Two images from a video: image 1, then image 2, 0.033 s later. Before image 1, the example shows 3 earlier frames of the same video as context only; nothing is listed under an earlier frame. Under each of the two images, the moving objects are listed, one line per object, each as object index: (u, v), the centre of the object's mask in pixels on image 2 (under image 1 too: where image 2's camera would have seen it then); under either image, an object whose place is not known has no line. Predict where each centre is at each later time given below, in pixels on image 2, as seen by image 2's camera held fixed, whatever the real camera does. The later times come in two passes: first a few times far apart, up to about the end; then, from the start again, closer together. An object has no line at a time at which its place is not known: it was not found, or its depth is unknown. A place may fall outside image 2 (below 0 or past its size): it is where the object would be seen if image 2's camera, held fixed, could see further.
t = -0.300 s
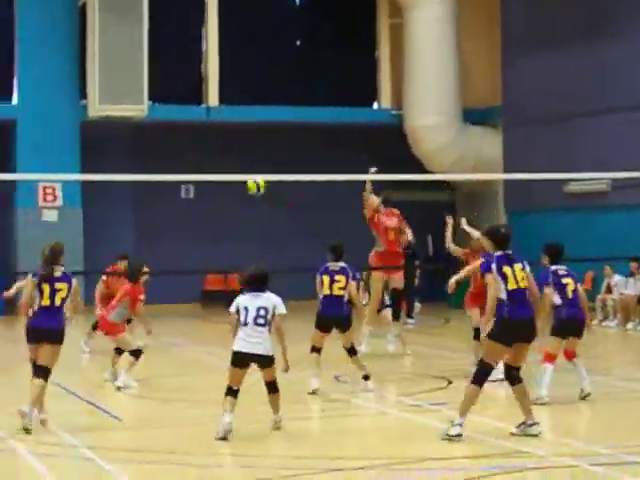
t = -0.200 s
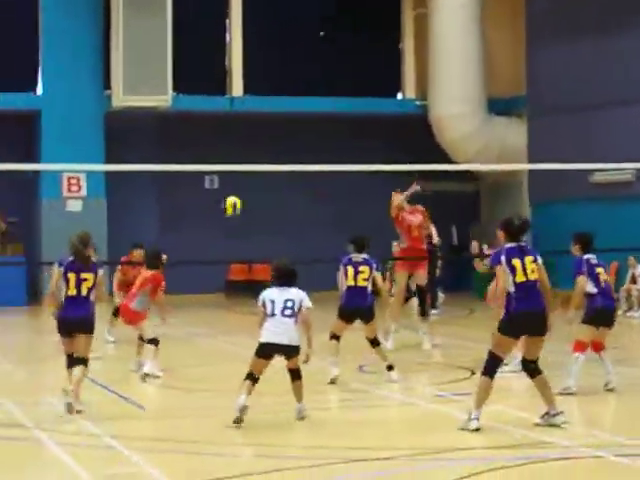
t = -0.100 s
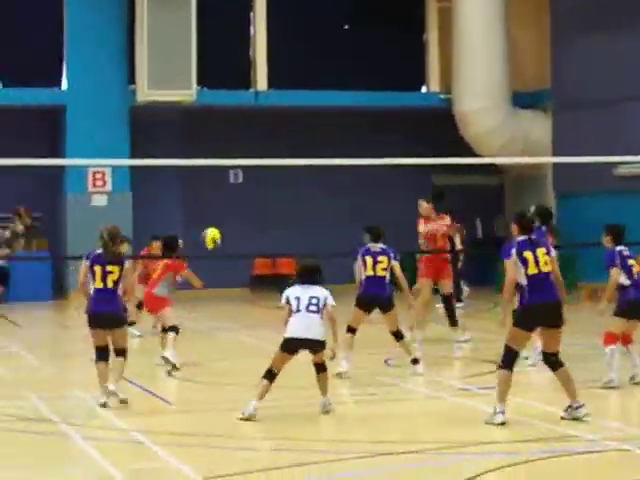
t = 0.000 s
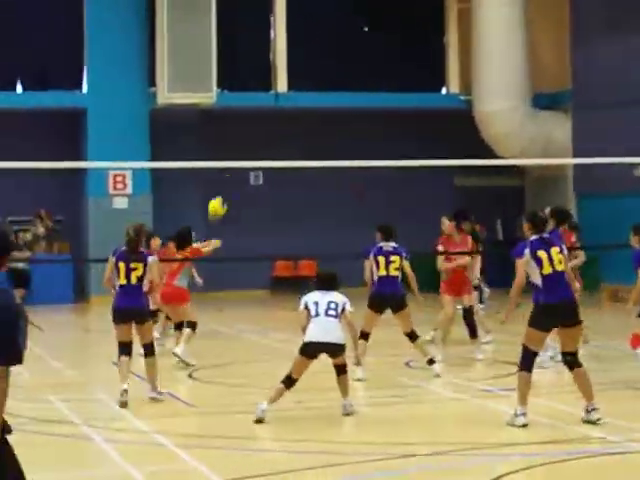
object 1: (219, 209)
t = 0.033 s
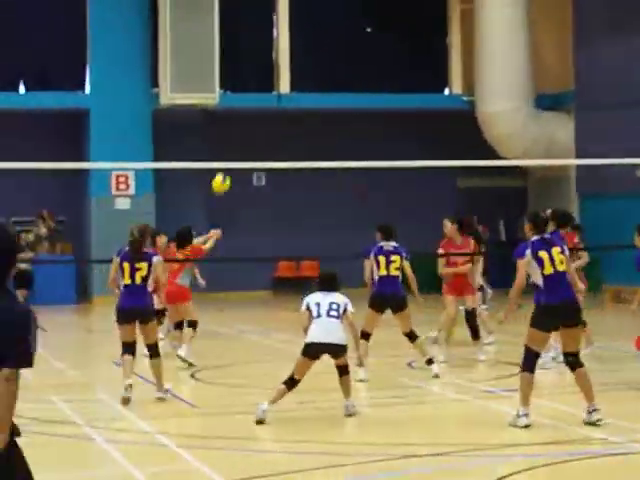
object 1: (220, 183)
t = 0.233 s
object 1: (229, 58)
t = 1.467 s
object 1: (267, 66)
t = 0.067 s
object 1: (222, 156)
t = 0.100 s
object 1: (222, 137)
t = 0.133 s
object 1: (225, 116)
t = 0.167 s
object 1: (227, 94)
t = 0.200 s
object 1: (228, 77)
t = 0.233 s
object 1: (229, 58)
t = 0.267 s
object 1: (231, 41)
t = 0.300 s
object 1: (231, 25)
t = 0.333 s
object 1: (233, 10)
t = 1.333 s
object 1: (262, 8)
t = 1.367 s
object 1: (262, 21)
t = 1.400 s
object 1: (264, 36)
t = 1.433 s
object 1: (266, 50)
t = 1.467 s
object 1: (267, 66)
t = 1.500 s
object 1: (269, 81)
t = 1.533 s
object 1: (271, 98)
